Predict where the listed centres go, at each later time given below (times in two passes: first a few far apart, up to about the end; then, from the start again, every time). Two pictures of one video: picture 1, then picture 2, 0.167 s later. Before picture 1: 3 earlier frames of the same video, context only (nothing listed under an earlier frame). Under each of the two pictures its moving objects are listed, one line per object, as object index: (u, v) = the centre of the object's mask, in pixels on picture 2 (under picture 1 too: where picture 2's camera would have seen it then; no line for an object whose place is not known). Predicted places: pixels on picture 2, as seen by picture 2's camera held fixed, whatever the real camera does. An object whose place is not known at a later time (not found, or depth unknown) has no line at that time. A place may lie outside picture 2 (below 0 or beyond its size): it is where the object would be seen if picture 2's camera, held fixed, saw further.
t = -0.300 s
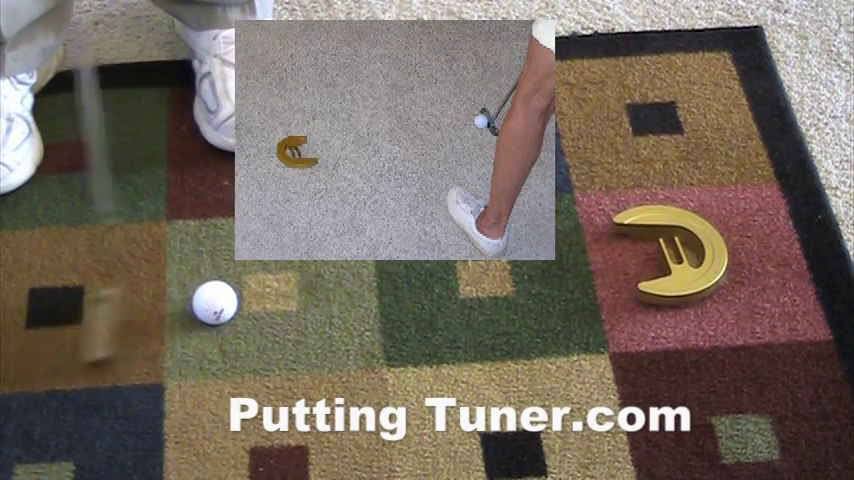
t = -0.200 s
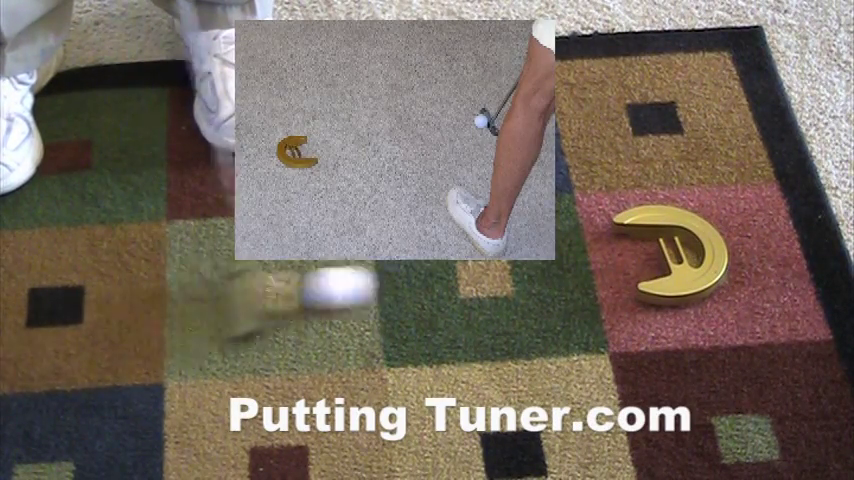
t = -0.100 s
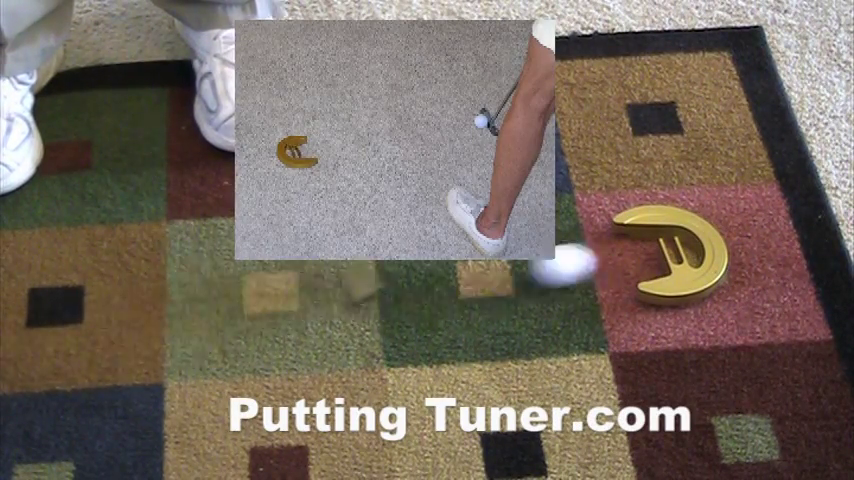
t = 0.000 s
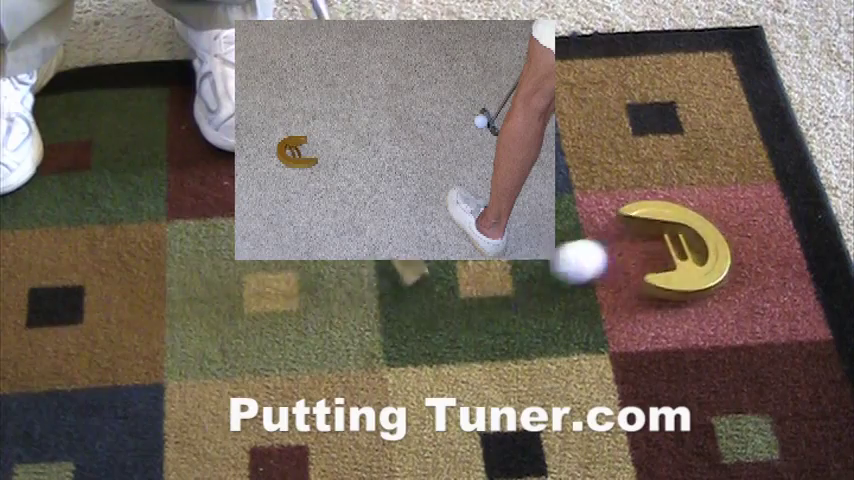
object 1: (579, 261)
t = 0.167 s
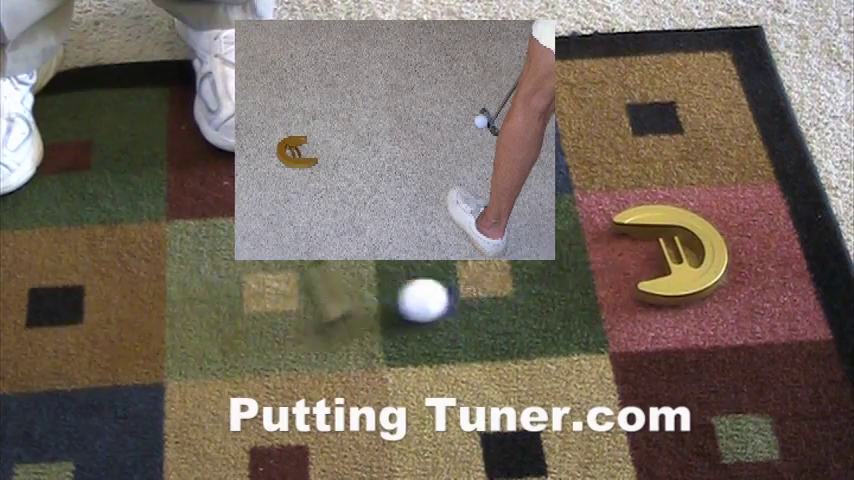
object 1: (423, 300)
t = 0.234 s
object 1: (377, 311)
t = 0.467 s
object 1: (232, 335)
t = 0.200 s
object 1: (400, 305)
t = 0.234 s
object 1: (377, 311)
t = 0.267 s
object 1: (355, 314)
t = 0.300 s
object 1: (333, 320)
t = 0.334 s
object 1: (312, 323)
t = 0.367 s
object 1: (290, 327)
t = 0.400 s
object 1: (271, 330)
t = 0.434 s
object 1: (251, 332)
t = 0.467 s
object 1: (232, 335)
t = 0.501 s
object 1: (214, 338)
